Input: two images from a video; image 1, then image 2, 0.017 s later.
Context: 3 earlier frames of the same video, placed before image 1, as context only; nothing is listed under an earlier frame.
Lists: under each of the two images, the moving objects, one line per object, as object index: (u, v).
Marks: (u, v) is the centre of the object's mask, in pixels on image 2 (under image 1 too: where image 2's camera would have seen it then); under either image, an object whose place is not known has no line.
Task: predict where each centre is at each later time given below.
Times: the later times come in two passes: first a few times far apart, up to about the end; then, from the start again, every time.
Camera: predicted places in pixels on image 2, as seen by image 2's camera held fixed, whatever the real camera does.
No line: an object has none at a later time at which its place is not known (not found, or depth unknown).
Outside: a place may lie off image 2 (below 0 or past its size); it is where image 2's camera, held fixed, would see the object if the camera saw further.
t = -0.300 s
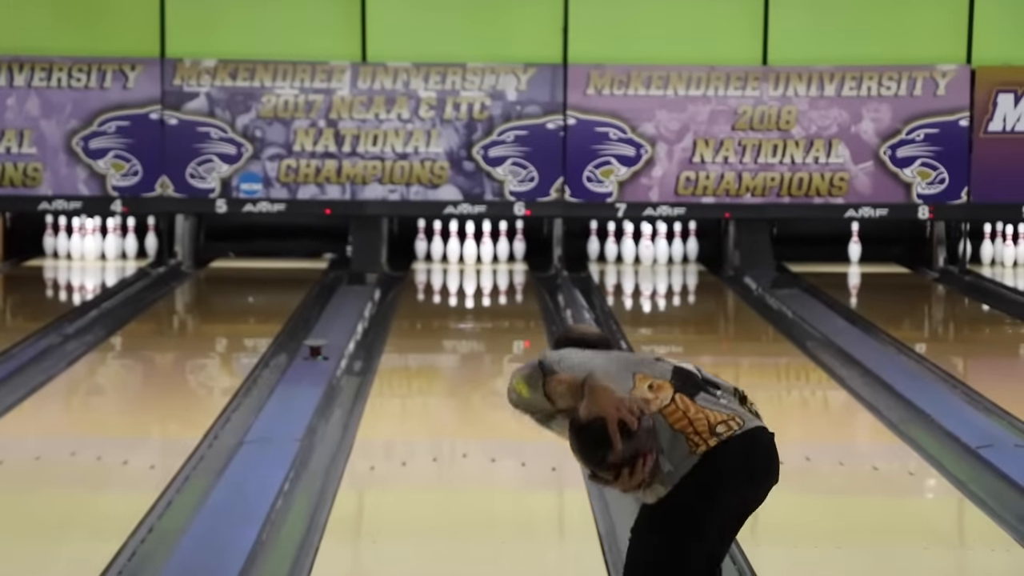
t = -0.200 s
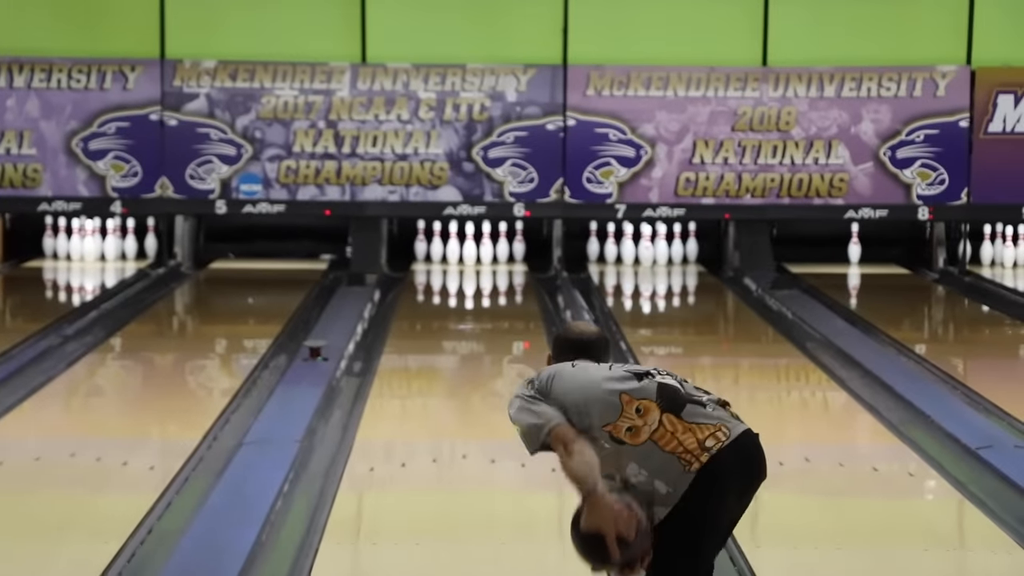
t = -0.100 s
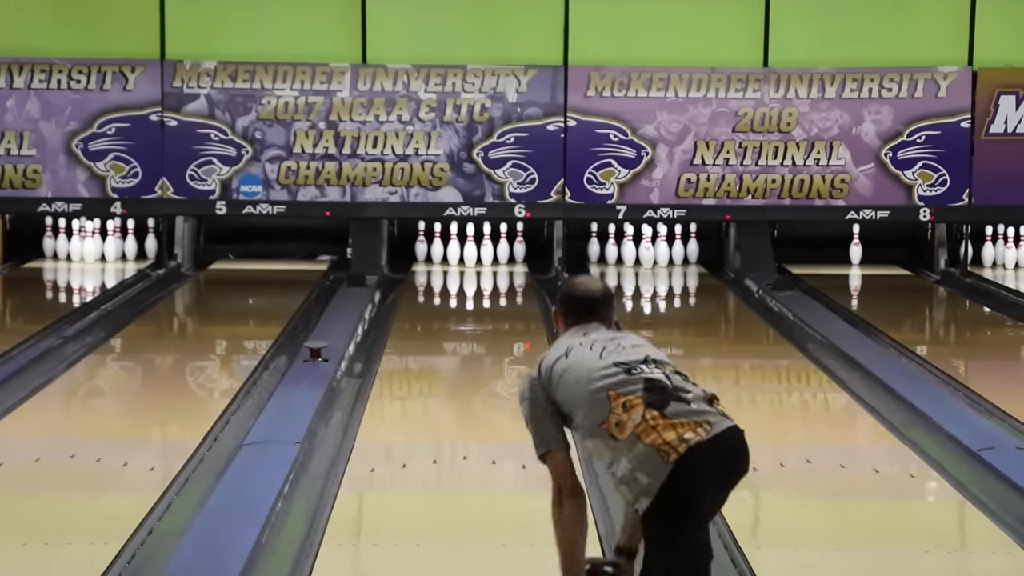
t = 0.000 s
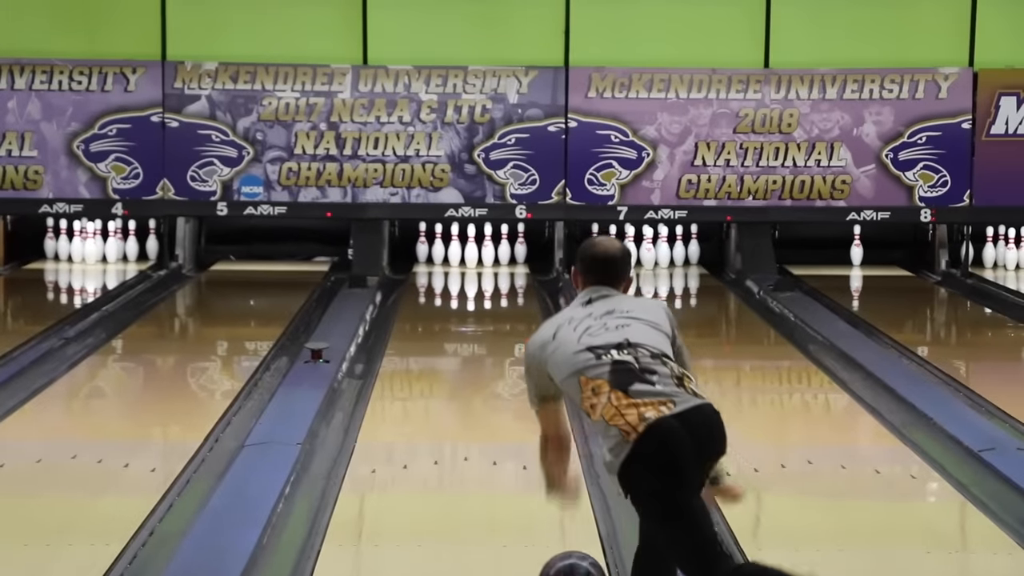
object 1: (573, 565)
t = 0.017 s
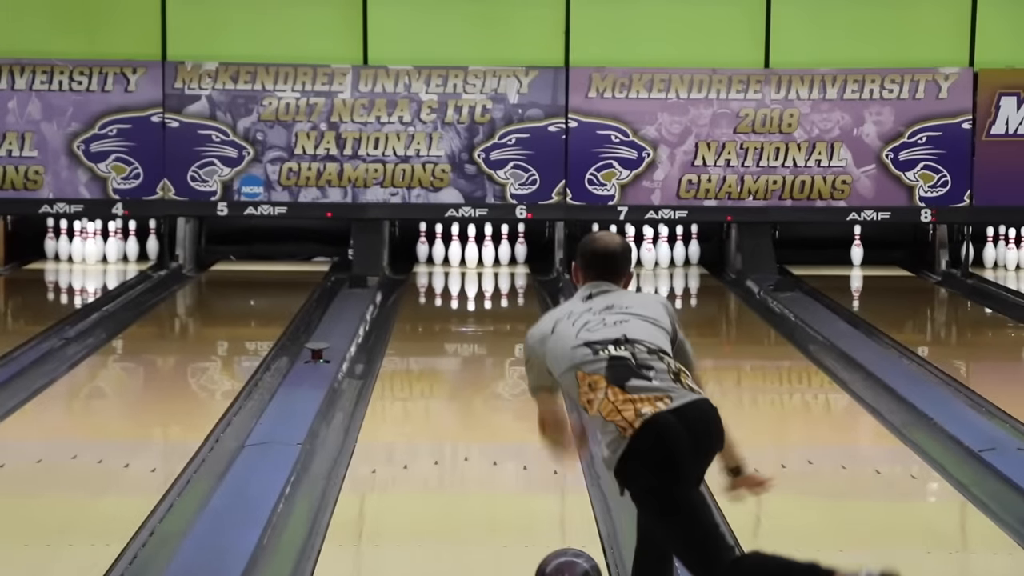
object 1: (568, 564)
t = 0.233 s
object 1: (521, 530)
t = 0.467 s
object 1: (488, 462)
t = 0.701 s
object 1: (464, 414)
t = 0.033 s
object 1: (564, 562)
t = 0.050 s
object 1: (559, 561)
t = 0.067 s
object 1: (555, 561)
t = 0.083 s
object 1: (551, 562)
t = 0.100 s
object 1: (547, 562)
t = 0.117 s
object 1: (544, 559)
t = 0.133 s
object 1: (541, 556)
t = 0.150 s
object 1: (537, 552)
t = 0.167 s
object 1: (533, 548)
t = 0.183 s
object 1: (530, 545)
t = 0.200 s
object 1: (527, 541)
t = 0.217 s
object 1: (524, 535)
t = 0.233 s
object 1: (521, 530)
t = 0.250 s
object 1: (519, 524)
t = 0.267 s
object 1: (516, 518)
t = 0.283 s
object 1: (514, 513)
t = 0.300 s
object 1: (511, 508)
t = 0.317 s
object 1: (508, 503)
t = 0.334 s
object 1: (506, 498)
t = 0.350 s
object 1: (503, 494)
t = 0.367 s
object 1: (501, 488)
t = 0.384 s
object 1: (499, 484)
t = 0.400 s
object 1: (497, 479)
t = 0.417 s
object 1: (495, 475)
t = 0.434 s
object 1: (492, 471)
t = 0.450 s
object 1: (490, 466)
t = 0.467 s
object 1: (488, 462)
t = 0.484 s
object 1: (486, 458)
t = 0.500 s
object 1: (484, 455)
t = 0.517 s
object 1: (482, 451)
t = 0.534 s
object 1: (480, 447)
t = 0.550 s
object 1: (479, 443)
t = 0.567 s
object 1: (477, 440)
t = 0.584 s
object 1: (475, 436)
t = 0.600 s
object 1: (473, 433)
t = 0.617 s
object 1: (472, 430)
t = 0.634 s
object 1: (470, 426)
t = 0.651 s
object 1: (469, 423)
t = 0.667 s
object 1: (468, 420)
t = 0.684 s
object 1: (466, 417)
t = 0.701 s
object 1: (464, 414)
